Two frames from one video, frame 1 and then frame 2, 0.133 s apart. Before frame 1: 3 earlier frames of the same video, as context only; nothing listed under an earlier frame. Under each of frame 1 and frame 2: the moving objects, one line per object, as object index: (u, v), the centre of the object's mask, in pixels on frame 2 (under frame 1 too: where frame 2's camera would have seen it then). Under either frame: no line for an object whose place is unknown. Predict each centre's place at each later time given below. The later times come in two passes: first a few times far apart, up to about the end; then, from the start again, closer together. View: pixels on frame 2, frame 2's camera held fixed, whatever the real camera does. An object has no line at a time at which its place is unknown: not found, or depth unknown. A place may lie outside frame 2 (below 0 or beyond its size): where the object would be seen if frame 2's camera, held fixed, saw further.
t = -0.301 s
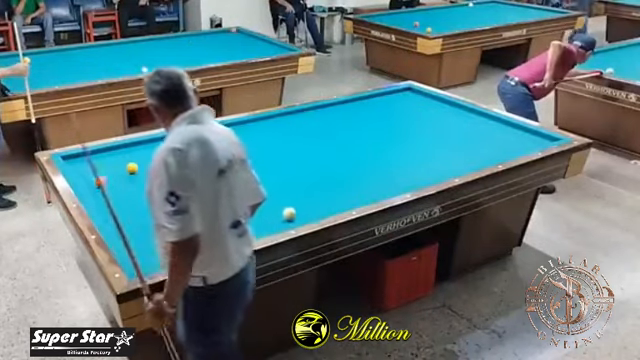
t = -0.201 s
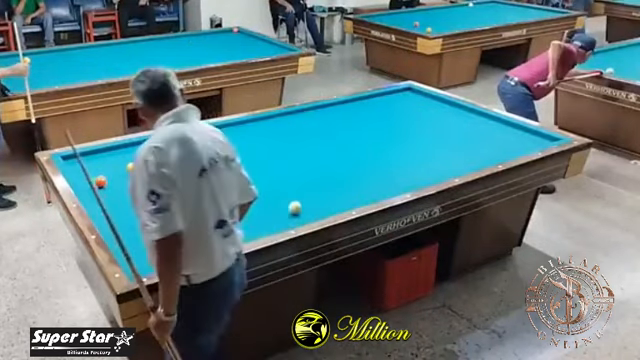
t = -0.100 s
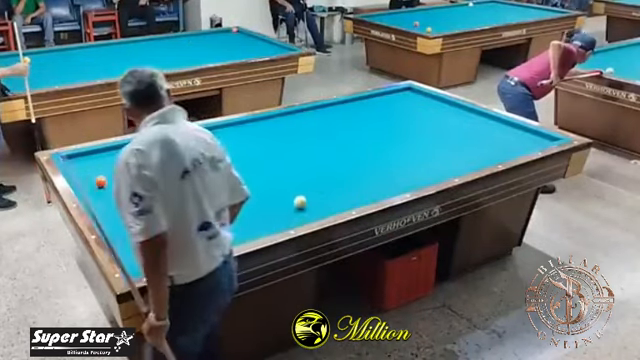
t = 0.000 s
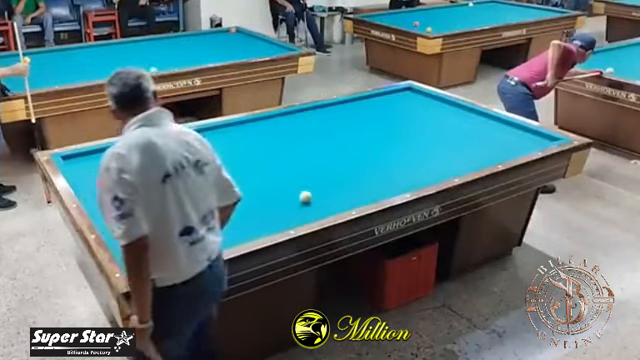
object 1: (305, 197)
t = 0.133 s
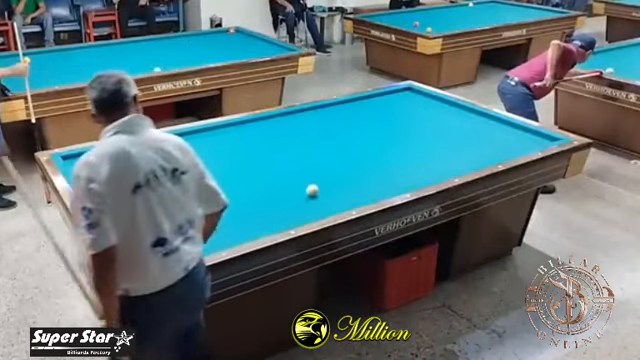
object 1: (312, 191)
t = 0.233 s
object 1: (316, 186)
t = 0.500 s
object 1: (328, 174)
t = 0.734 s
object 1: (337, 165)
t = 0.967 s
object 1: (346, 156)
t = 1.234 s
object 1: (355, 147)
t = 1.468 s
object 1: (362, 140)
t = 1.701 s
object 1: (369, 133)
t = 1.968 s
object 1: (376, 126)
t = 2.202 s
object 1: (382, 120)
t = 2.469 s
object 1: (388, 114)
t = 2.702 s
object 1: (393, 109)
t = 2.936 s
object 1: (398, 105)
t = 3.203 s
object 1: (403, 100)
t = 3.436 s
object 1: (407, 96)
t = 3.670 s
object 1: (410, 92)
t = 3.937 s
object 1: (409, 90)
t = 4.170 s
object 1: (403, 90)
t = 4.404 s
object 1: (401, 91)
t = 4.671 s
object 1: (399, 93)
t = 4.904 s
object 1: (397, 95)
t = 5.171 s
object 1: (394, 97)
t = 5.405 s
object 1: (393, 98)
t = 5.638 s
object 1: (391, 99)
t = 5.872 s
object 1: (390, 100)
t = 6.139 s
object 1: (388, 102)
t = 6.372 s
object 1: (386, 103)
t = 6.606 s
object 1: (385, 104)
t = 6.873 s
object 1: (384, 105)
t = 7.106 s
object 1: (383, 105)
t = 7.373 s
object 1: (382, 106)
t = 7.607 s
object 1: (381, 107)
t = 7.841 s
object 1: (380, 107)
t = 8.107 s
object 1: (380, 107)
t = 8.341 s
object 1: (380, 108)
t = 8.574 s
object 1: (379, 108)
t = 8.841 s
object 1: (379, 108)
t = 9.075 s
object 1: (379, 108)
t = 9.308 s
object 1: (379, 108)
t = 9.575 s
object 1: (379, 108)
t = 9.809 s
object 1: (379, 108)
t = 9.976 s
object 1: (379, 108)
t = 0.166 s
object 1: (313, 189)
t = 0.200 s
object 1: (315, 188)
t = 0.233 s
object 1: (316, 186)
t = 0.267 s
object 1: (318, 184)
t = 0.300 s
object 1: (319, 183)
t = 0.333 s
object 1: (321, 181)
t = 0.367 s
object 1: (322, 180)
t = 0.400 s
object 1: (324, 178)
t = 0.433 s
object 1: (325, 177)
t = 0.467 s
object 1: (327, 176)
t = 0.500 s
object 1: (328, 174)
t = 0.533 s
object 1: (329, 173)
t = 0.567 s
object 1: (331, 171)
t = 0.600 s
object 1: (332, 170)
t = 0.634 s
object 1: (334, 169)
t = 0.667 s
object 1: (335, 168)
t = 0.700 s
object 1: (336, 166)
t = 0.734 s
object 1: (337, 165)
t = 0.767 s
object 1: (339, 164)
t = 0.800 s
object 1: (340, 162)
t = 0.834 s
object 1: (341, 161)
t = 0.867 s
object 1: (342, 160)
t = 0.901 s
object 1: (344, 159)
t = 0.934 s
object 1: (345, 157)
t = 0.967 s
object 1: (346, 156)
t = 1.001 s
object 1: (347, 155)
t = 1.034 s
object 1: (348, 154)
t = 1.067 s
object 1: (349, 153)
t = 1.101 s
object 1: (351, 151)
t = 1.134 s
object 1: (352, 150)
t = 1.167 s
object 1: (353, 150)
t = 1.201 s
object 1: (354, 148)
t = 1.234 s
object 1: (355, 147)
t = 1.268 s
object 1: (356, 146)
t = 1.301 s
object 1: (357, 145)
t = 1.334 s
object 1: (358, 144)
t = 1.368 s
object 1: (359, 143)
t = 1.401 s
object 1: (360, 142)
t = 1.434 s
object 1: (361, 141)
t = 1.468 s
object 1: (362, 140)
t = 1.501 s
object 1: (363, 139)
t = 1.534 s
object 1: (364, 138)
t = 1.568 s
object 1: (365, 137)
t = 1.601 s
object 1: (366, 136)
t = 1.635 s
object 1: (367, 135)
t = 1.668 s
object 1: (368, 134)
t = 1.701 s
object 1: (369, 133)
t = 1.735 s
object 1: (370, 132)
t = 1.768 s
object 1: (371, 131)
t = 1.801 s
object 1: (372, 131)
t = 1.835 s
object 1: (373, 130)
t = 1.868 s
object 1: (373, 128)
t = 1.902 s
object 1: (374, 128)
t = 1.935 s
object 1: (375, 127)
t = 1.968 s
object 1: (376, 126)
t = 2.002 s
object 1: (377, 125)
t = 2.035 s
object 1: (378, 124)
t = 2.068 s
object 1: (379, 123)
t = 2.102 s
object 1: (379, 122)
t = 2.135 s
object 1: (380, 122)
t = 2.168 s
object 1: (381, 121)
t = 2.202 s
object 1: (382, 120)
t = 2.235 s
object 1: (383, 119)
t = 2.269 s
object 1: (383, 119)
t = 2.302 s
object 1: (384, 118)
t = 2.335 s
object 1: (385, 117)
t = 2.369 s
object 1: (386, 116)
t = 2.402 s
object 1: (386, 116)
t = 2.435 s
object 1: (388, 115)
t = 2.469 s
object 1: (388, 114)
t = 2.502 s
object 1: (389, 113)
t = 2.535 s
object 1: (390, 113)
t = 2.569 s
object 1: (390, 112)
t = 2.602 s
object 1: (391, 111)
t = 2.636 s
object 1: (392, 111)
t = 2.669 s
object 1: (392, 110)
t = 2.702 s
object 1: (393, 109)
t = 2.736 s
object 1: (394, 109)
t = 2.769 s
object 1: (394, 108)
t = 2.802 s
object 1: (395, 107)
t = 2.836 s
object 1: (395, 107)
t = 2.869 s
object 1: (396, 106)
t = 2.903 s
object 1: (397, 105)
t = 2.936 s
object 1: (398, 105)
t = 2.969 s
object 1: (398, 104)
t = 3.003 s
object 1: (399, 103)
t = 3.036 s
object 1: (400, 103)
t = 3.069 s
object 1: (400, 102)
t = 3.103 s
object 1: (401, 101)
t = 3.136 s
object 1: (401, 101)
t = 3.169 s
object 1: (402, 100)
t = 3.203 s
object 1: (403, 100)
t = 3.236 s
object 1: (403, 99)
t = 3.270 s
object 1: (404, 99)
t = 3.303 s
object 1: (404, 98)
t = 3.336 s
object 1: (405, 98)
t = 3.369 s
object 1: (406, 97)
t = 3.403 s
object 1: (406, 97)
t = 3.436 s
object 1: (407, 96)
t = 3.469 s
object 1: (407, 95)
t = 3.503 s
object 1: (408, 95)
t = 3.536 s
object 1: (408, 94)
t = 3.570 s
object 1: (409, 94)
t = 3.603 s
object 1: (409, 93)
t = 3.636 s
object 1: (410, 93)
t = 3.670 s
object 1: (410, 92)
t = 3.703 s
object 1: (411, 91)
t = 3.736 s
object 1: (411, 91)
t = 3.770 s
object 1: (412, 90)
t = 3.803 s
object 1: (412, 90)
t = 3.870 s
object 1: (412, 90)
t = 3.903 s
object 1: (410, 90)
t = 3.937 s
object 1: (409, 90)
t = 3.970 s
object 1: (408, 90)
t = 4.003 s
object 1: (407, 90)
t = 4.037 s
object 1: (405, 90)
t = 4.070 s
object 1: (404, 90)
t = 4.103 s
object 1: (404, 90)
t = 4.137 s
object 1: (403, 90)
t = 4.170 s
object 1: (403, 90)
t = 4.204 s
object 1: (403, 90)
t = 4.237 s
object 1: (403, 90)
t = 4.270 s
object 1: (402, 90)
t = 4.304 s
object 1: (402, 91)
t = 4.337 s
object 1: (402, 91)
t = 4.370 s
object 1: (401, 91)
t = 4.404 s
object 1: (401, 91)
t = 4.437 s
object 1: (401, 91)
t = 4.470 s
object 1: (401, 92)
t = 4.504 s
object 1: (401, 92)
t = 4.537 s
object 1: (401, 92)
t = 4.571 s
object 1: (400, 92)
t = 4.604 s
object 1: (400, 93)
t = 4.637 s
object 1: (399, 93)
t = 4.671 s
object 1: (399, 93)
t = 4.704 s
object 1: (399, 93)
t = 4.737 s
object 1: (398, 94)
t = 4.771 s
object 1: (398, 94)
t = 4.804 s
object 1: (398, 94)
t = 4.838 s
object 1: (398, 94)
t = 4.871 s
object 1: (397, 94)
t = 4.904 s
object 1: (397, 95)
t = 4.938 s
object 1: (397, 95)
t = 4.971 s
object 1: (396, 95)
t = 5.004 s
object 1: (396, 96)
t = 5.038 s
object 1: (396, 96)
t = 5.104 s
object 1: (395, 96)
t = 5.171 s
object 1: (394, 97)
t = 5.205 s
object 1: (394, 97)
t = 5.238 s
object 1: (394, 97)
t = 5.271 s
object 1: (394, 97)
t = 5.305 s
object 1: (394, 97)
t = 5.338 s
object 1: (393, 97)
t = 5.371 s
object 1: (393, 98)
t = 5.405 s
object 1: (393, 98)
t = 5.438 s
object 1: (392, 98)
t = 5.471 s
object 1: (392, 98)
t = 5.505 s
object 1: (392, 99)
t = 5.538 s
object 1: (392, 99)
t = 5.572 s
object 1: (392, 99)
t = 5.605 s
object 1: (392, 99)
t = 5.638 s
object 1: (391, 99)
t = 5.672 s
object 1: (391, 99)
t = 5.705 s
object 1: (391, 99)
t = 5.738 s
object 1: (390, 100)
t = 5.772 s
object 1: (390, 100)
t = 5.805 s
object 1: (390, 99)
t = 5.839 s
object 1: (390, 100)
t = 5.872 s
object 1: (390, 100)
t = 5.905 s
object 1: (389, 101)
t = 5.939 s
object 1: (389, 101)
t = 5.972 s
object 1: (389, 101)
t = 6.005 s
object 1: (389, 101)
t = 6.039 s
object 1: (388, 101)
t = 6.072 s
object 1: (388, 101)
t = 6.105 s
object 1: (388, 102)
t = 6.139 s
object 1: (388, 102)
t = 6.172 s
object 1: (388, 102)
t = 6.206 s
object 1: (388, 102)
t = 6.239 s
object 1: (387, 102)
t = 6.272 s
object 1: (387, 102)
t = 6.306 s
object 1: (387, 102)
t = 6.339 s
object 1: (387, 102)
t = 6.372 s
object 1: (386, 103)
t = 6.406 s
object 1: (386, 103)
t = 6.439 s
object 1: (386, 103)
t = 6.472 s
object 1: (386, 103)
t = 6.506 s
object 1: (385, 104)
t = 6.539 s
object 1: (385, 104)
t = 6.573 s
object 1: (385, 104)
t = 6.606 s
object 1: (385, 104)
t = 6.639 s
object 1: (385, 104)
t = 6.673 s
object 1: (385, 104)
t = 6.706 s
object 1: (385, 104)
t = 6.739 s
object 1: (385, 104)
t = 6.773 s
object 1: (385, 104)
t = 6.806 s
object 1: (385, 104)
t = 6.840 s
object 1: (384, 105)
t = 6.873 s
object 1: (384, 105)
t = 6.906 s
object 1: (384, 105)
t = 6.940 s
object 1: (383, 105)
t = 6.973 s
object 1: (383, 105)
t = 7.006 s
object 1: (383, 105)
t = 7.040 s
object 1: (383, 105)
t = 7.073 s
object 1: (383, 105)
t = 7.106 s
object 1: (383, 105)
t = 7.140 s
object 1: (383, 105)
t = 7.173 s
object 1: (383, 105)
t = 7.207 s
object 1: (383, 105)
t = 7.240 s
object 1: (383, 106)
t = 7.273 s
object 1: (382, 106)
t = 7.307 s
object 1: (382, 106)
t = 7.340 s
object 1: (382, 106)
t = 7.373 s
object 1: (382, 106)
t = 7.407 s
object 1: (382, 106)
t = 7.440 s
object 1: (382, 106)
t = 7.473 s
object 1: (382, 106)
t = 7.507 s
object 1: (382, 106)
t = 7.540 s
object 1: (382, 106)
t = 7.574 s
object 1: (381, 106)
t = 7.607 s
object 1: (381, 107)
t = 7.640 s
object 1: (381, 107)
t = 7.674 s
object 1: (381, 107)
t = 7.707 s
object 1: (381, 107)
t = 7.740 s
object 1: (381, 107)
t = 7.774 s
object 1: (381, 107)
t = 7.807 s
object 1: (381, 107)
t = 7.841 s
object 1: (380, 107)
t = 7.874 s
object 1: (380, 107)
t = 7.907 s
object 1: (381, 107)
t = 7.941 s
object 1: (380, 107)
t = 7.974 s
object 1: (380, 107)
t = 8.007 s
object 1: (380, 107)
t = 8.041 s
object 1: (380, 107)
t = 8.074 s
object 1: (380, 107)
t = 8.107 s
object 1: (380, 107)
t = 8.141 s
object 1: (380, 107)
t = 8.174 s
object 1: (380, 107)
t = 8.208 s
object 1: (380, 107)
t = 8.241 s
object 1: (380, 107)
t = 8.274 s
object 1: (380, 108)
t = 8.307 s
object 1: (380, 108)
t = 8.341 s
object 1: (380, 108)
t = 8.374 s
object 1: (380, 108)
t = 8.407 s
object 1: (379, 108)
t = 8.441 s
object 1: (379, 108)
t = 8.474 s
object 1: (379, 108)
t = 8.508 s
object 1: (379, 108)
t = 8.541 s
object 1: (379, 108)
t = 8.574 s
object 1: (379, 108)
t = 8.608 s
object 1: (379, 108)
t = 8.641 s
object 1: (379, 108)
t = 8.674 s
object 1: (379, 108)
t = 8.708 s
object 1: (379, 108)
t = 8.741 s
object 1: (379, 108)
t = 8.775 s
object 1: (379, 108)
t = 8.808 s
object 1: (379, 108)
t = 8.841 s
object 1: (379, 108)
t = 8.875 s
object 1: (379, 108)
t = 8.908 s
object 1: (379, 108)
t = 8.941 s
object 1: (379, 108)
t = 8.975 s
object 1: (379, 108)
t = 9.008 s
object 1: (379, 108)
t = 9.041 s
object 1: (379, 108)
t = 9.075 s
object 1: (379, 108)
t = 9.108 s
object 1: (379, 108)
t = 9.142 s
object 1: (379, 108)
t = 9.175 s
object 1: (379, 108)
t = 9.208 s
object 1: (379, 108)
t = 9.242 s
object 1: (379, 108)
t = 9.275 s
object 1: (379, 108)
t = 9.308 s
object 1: (379, 108)
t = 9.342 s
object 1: (379, 108)
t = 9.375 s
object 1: (379, 108)
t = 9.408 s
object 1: (379, 108)
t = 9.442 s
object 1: (379, 108)
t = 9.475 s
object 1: (379, 108)
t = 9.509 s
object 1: (379, 108)
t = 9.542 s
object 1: (379, 108)
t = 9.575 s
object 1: (379, 108)
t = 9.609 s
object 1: (379, 108)
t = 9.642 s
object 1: (379, 108)
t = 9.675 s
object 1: (379, 108)
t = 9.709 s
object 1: (379, 108)
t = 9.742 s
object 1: (379, 108)
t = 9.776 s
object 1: (379, 108)
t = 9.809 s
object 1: (379, 108)
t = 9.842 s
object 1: (379, 108)
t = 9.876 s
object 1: (379, 108)
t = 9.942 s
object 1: (379, 108)
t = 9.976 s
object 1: (379, 108)
